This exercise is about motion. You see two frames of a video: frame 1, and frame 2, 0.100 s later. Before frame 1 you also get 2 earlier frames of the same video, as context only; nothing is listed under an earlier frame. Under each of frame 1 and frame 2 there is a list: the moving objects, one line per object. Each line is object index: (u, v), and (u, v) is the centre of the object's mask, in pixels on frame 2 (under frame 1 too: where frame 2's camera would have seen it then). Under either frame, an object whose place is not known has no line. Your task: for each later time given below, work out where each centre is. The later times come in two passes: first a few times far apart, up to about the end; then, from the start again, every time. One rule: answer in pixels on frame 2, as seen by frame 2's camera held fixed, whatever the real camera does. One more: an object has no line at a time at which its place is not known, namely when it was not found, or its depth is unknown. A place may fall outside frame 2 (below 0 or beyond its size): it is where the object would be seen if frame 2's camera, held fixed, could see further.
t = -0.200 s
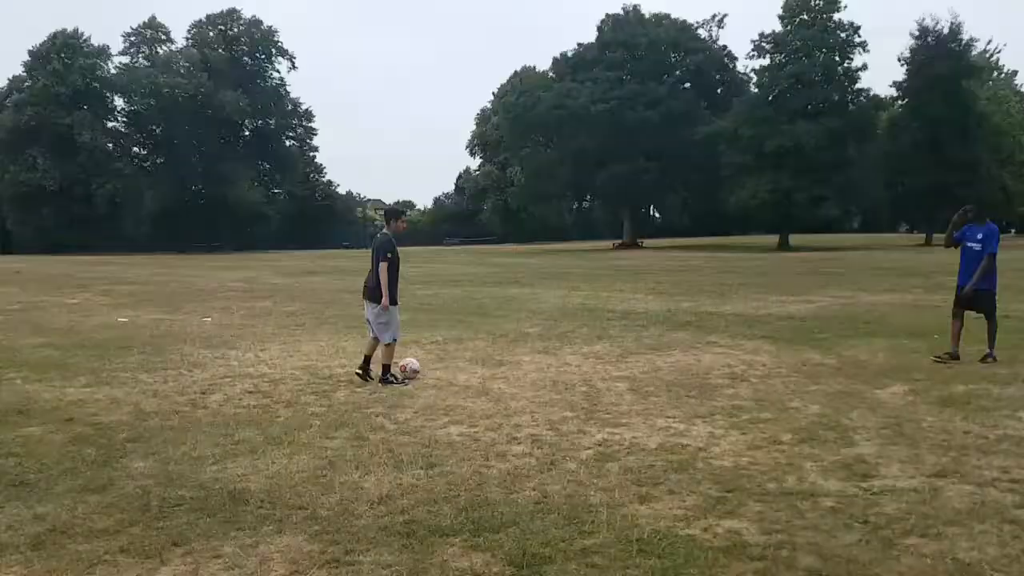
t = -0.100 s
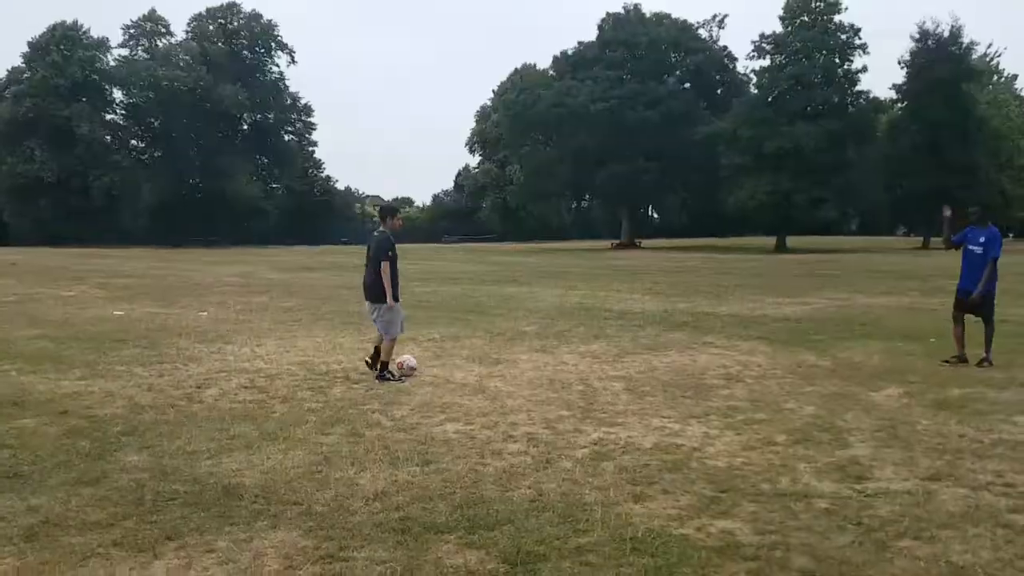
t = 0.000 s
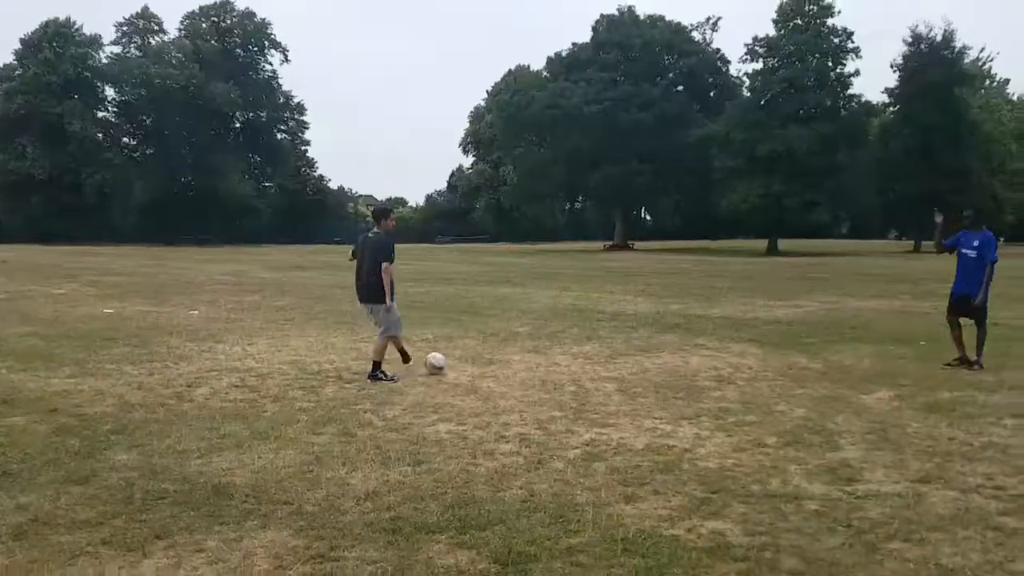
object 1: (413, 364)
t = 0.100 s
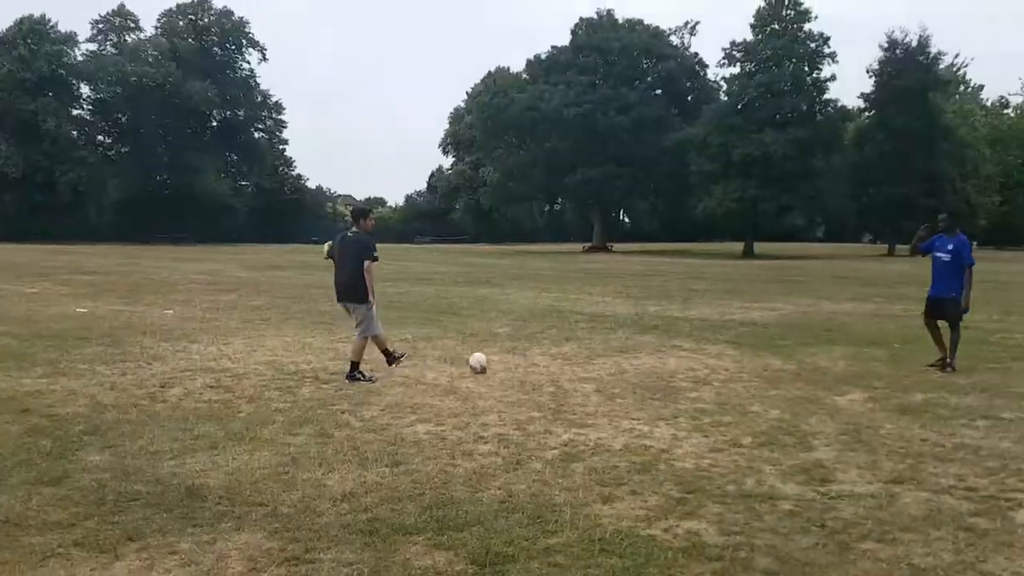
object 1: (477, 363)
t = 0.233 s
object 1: (555, 362)
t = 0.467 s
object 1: (670, 360)
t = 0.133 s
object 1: (498, 362)
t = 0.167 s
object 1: (518, 361)
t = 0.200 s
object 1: (536, 361)
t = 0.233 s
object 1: (555, 362)
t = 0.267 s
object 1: (574, 361)
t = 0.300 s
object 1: (592, 360)
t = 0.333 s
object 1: (608, 360)
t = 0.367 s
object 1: (624, 361)
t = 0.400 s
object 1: (640, 361)
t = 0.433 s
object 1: (656, 361)
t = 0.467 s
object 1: (670, 360)
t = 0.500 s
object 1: (683, 358)
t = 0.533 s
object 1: (695, 356)
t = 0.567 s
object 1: (707, 356)
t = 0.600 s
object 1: (719, 357)
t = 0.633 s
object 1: (733, 357)
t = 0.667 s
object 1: (745, 360)
